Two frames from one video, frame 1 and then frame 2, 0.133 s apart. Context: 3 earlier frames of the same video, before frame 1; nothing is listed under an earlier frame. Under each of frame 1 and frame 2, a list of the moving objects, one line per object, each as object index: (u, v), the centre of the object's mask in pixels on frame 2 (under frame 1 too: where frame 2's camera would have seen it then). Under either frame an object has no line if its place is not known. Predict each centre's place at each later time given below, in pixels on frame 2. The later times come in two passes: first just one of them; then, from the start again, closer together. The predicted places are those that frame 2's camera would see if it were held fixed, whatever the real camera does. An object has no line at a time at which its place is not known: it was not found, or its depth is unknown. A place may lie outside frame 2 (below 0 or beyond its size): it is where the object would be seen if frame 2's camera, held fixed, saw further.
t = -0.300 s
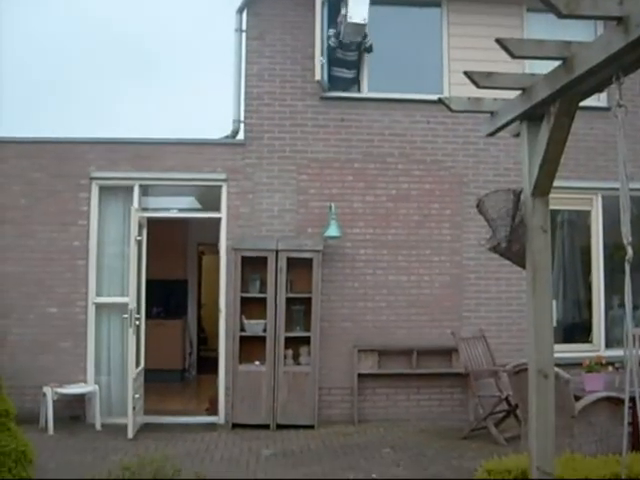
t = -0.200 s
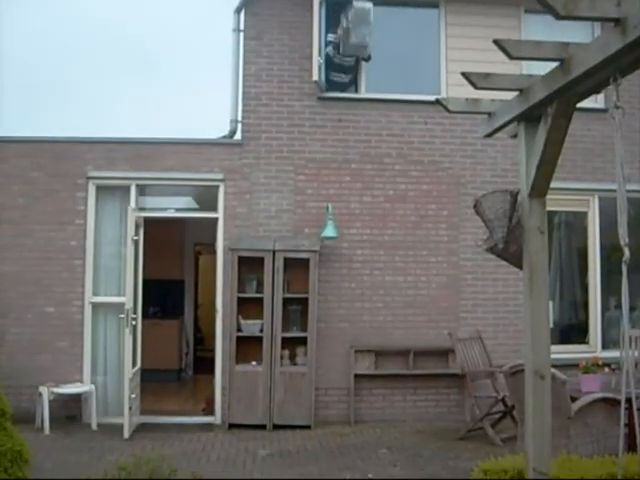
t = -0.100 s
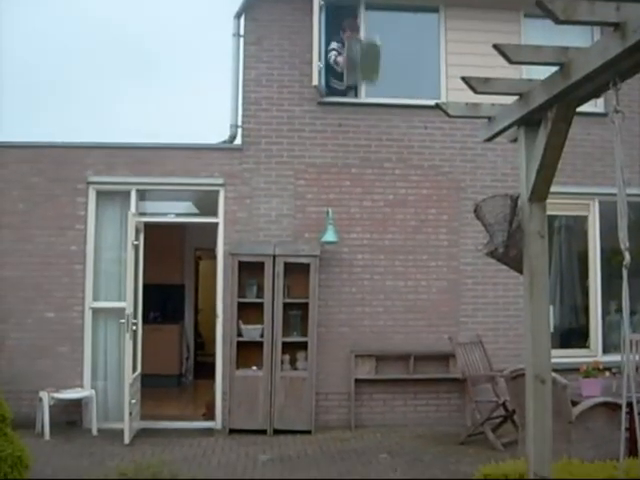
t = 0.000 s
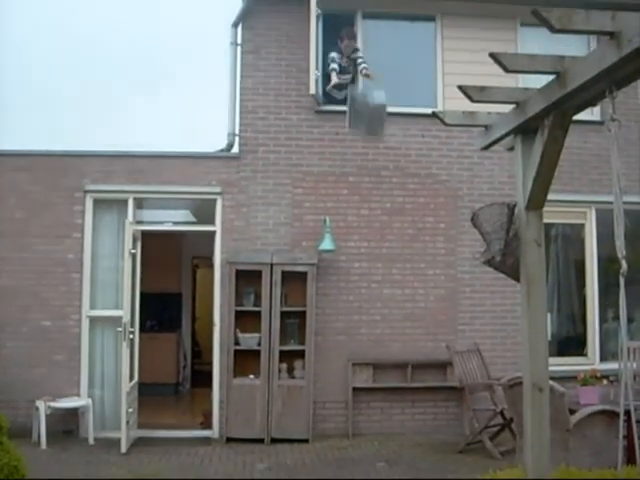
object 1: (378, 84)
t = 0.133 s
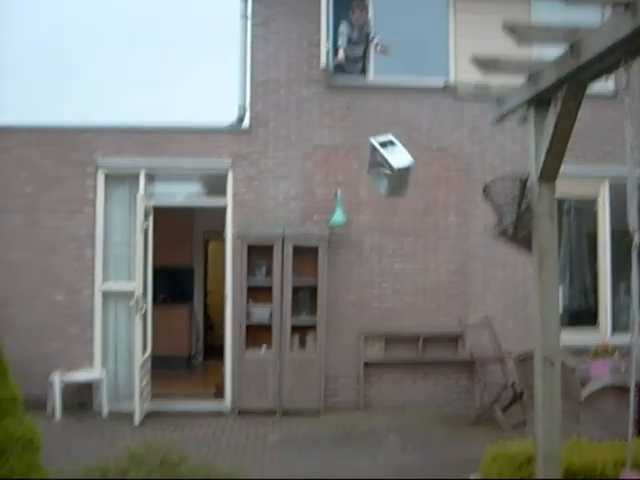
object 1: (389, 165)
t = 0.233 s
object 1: (398, 244)
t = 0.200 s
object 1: (394, 216)
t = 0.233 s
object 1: (398, 244)
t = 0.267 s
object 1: (400, 274)
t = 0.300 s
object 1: (403, 307)
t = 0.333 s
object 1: (408, 340)
